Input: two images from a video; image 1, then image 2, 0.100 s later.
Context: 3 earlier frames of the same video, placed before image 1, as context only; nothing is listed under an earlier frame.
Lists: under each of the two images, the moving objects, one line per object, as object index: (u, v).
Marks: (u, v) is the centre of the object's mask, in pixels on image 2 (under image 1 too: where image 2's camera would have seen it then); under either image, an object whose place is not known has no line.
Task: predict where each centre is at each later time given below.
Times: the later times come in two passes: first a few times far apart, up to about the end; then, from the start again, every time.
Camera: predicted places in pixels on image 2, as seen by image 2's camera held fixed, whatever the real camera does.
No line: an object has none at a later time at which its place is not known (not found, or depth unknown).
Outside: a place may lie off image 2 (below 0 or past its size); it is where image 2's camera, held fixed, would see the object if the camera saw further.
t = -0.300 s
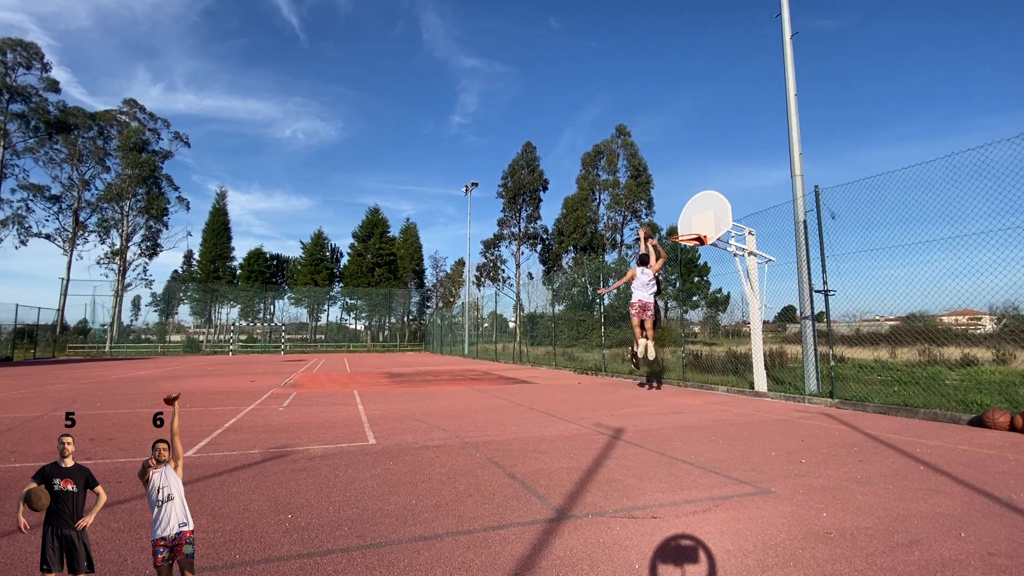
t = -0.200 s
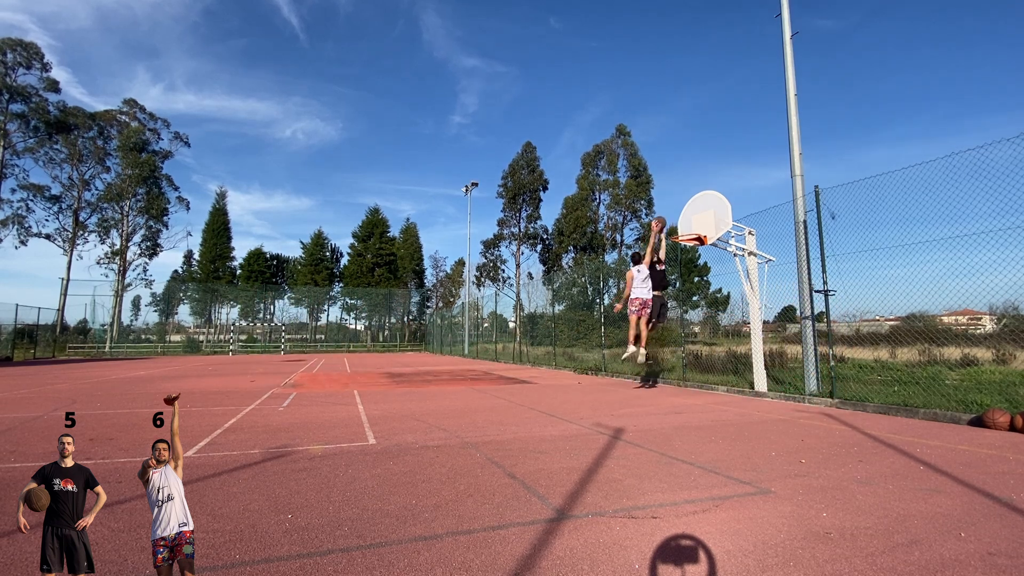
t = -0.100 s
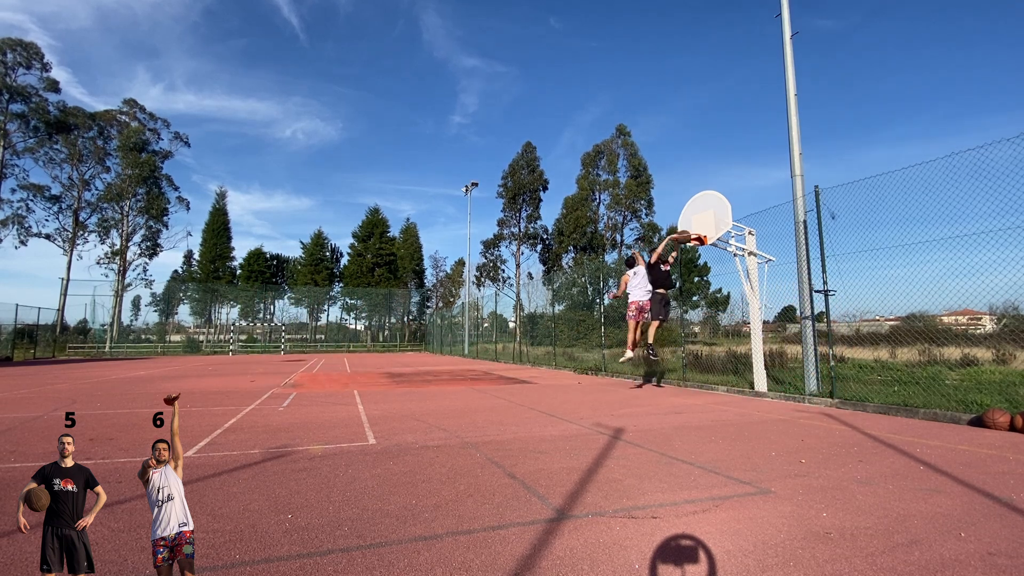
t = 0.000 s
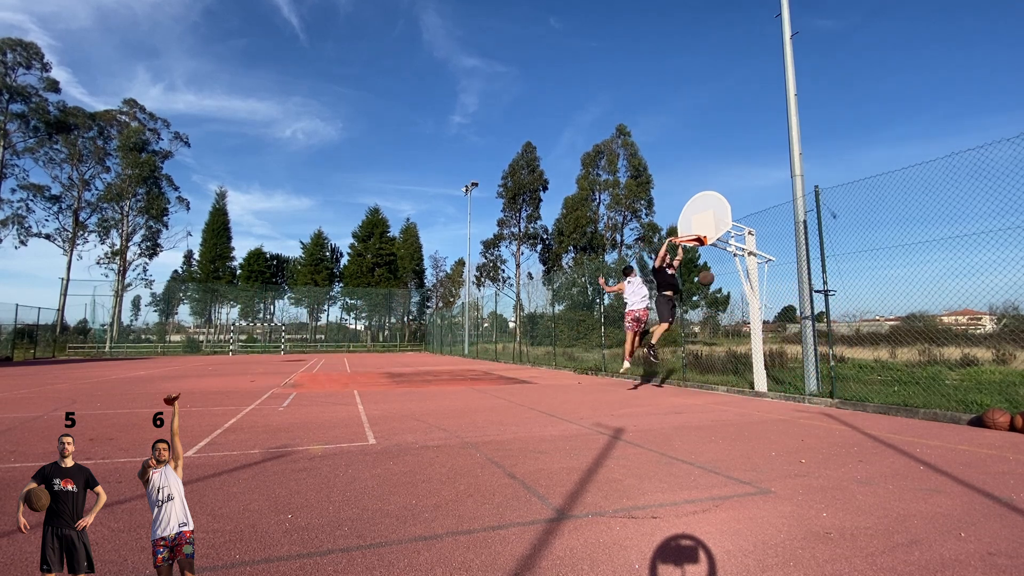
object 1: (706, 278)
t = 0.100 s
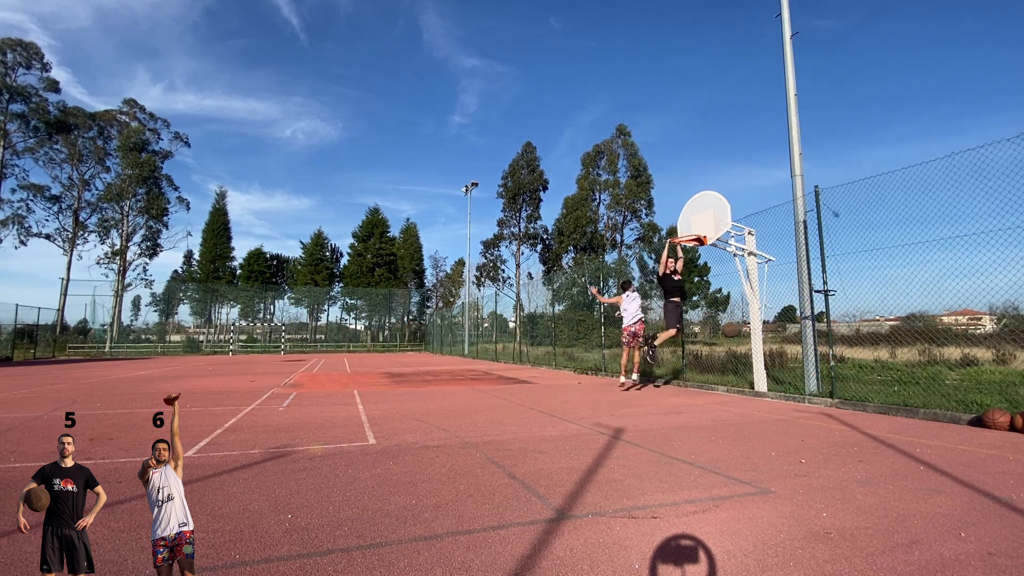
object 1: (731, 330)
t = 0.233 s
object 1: (762, 386)
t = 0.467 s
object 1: (790, 291)
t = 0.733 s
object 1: (828, 226)
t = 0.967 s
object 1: (869, 208)
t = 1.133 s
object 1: (903, 221)
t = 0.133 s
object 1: (739, 350)
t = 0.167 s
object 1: (749, 369)
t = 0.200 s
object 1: (758, 392)
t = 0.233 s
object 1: (762, 386)
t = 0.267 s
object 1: (767, 370)
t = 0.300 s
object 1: (769, 355)
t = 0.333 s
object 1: (774, 340)
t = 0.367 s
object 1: (777, 328)
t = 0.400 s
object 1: (781, 315)
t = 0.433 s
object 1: (785, 303)
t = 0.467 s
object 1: (790, 291)
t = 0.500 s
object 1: (794, 281)
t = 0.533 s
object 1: (799, 271)
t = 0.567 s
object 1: (803, 262)
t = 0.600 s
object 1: (808, 253)
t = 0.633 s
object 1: (813, 245)
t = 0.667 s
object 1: (817, 238)
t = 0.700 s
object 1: (822, 232)
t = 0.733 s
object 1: (828, 226)
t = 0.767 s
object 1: (833, 221)
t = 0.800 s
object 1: (839, 217)
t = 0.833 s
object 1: (844, 214)
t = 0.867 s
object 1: (850, 211)
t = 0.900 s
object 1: (856, 209)
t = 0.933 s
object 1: (863, 208)
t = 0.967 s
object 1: (869, 208)
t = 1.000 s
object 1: (875, 209)
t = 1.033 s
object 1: (882, 211)
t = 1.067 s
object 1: (889, 213)
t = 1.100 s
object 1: (896, 216)
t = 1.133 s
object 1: (903, 221)
